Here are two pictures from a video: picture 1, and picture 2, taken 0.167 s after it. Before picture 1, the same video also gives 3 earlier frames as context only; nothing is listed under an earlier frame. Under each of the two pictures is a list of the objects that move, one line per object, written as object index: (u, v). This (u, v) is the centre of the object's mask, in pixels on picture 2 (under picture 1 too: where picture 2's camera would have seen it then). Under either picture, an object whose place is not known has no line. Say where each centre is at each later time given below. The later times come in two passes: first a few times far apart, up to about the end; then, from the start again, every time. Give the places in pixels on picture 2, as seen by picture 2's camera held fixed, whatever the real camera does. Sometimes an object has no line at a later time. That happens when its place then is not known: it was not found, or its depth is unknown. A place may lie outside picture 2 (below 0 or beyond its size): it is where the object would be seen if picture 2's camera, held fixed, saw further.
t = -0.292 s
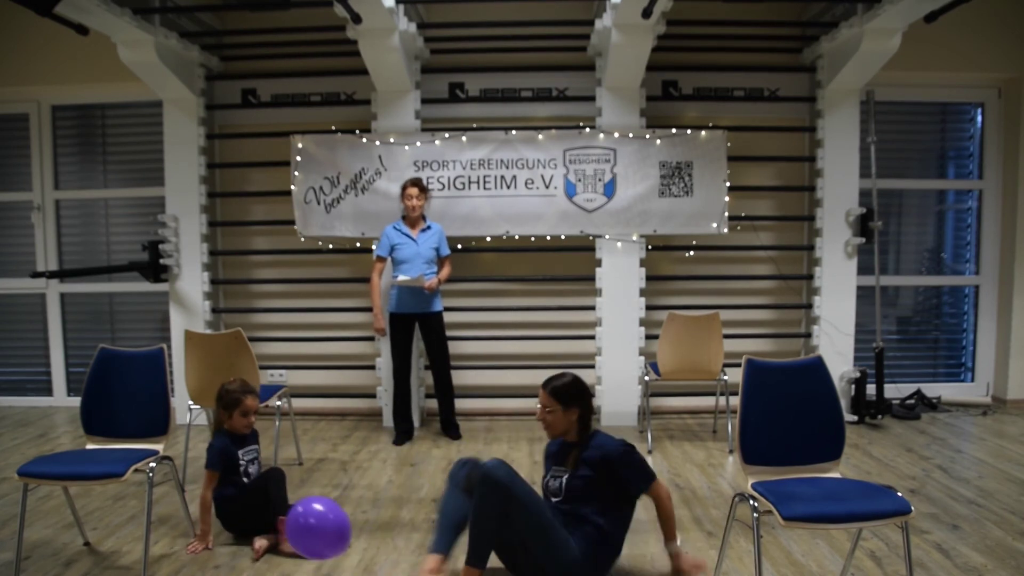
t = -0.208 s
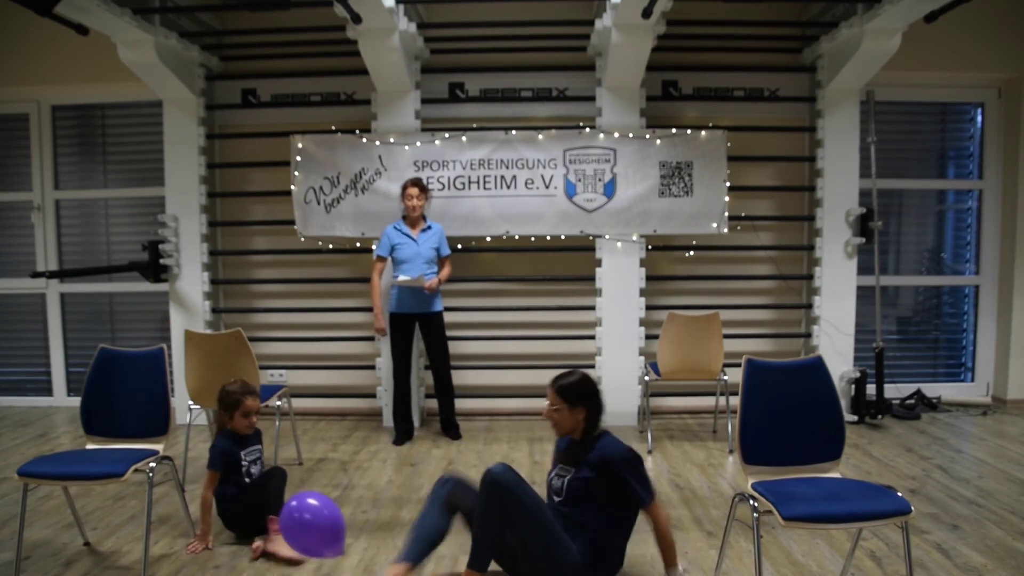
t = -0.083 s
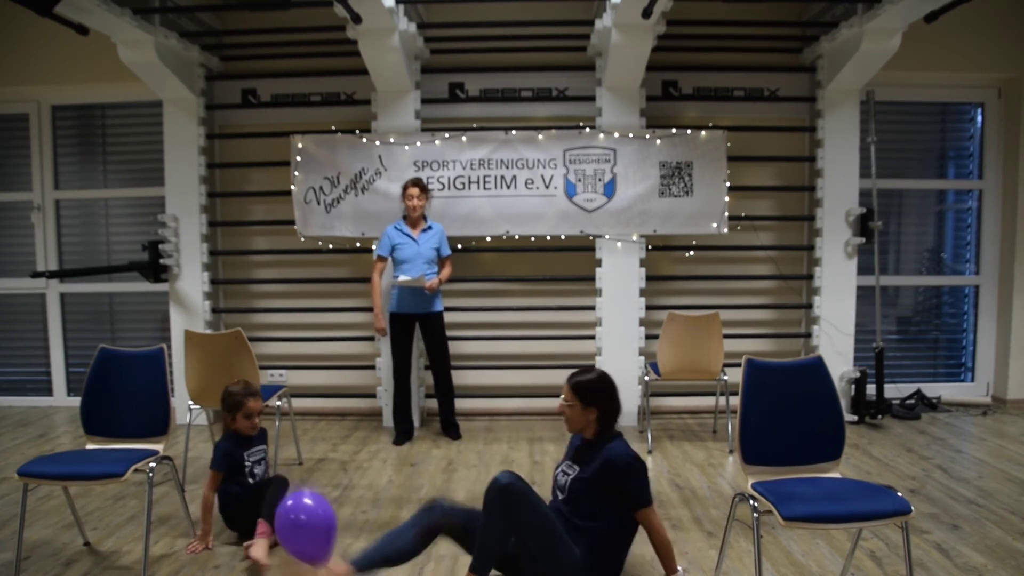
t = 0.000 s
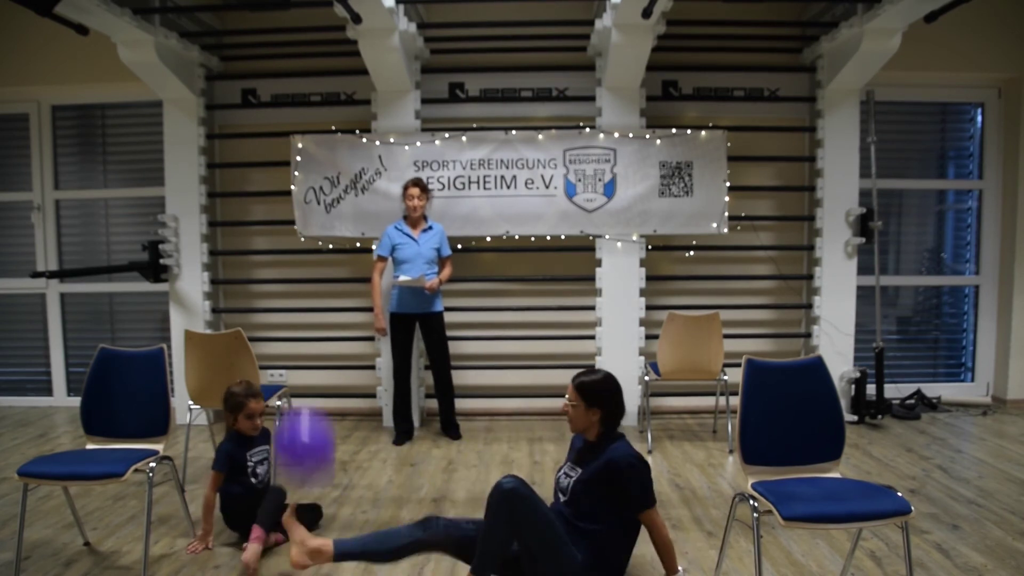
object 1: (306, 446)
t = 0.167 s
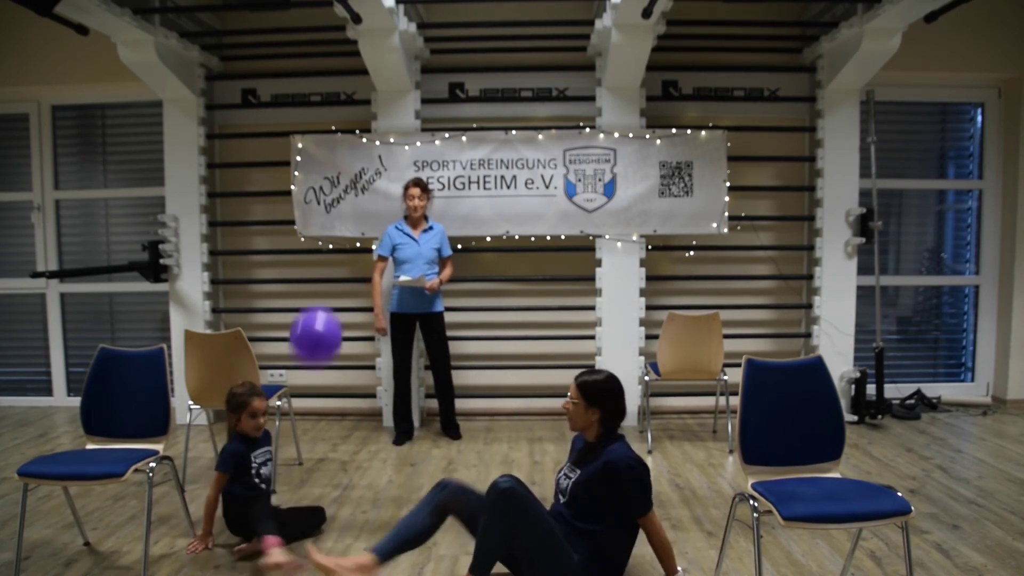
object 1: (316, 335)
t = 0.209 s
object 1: (319, 317)
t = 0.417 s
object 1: (321, 273)
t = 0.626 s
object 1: (316, 267)
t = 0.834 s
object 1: (320, 279)
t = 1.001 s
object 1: (327, 300)
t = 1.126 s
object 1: (332, 321)
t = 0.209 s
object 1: (319, 317)
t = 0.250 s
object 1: (321, 304)
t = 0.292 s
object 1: (323, 291)
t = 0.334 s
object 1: (323, 283)
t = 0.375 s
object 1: (322, 277)
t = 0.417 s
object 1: (321, 273)
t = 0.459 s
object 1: (320, 270)
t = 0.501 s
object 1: (318, 268)
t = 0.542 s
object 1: (317, 267)
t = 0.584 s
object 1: (317, 267)
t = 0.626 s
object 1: (316, 267)
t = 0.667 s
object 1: (316, 268)
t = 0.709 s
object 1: (317, 270)
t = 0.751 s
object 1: (317, 272)
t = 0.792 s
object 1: (318, 276)
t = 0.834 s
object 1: (320, 279)
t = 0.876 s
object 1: (321, 284)
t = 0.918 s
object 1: (323, 289)
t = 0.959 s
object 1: (325, 294)
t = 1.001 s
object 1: (327, 300)
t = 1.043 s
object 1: (328, 306)
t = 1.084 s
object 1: (330, 314)
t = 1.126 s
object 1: (332, 321)
